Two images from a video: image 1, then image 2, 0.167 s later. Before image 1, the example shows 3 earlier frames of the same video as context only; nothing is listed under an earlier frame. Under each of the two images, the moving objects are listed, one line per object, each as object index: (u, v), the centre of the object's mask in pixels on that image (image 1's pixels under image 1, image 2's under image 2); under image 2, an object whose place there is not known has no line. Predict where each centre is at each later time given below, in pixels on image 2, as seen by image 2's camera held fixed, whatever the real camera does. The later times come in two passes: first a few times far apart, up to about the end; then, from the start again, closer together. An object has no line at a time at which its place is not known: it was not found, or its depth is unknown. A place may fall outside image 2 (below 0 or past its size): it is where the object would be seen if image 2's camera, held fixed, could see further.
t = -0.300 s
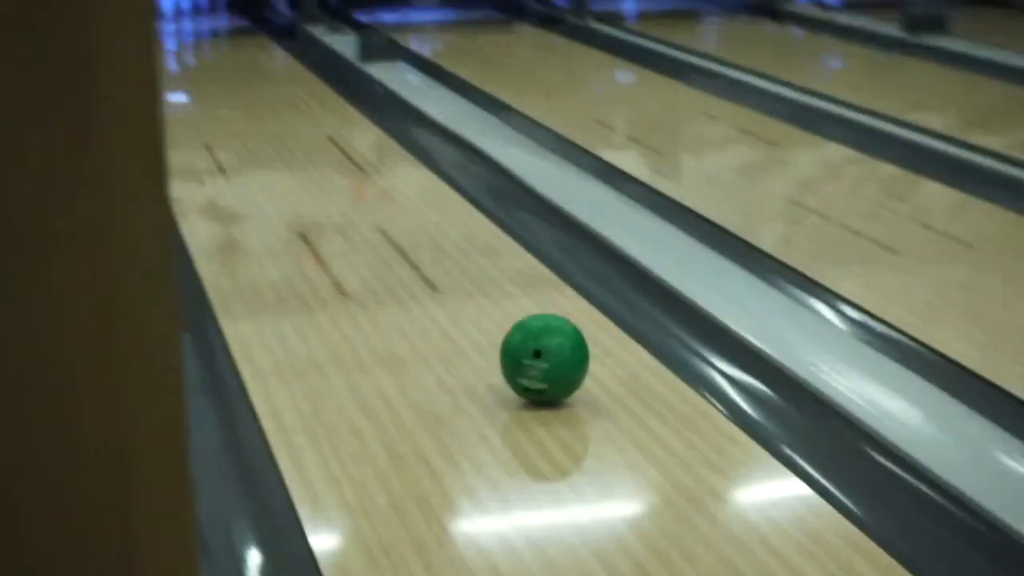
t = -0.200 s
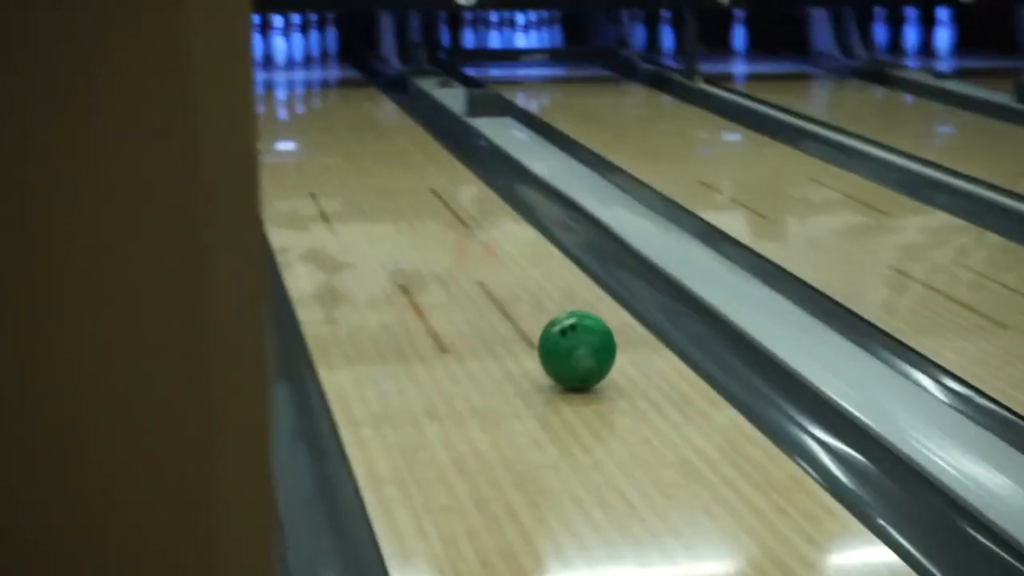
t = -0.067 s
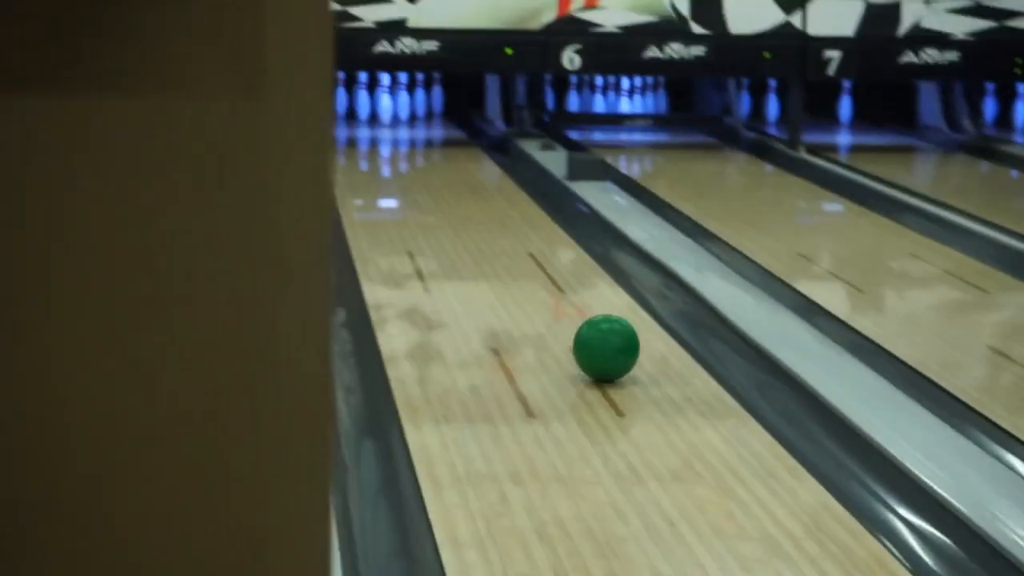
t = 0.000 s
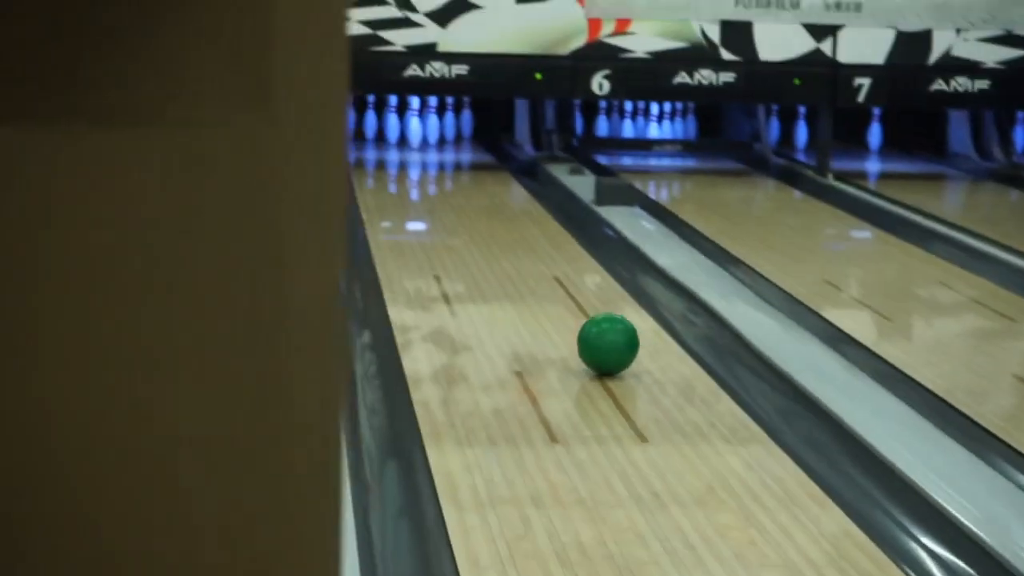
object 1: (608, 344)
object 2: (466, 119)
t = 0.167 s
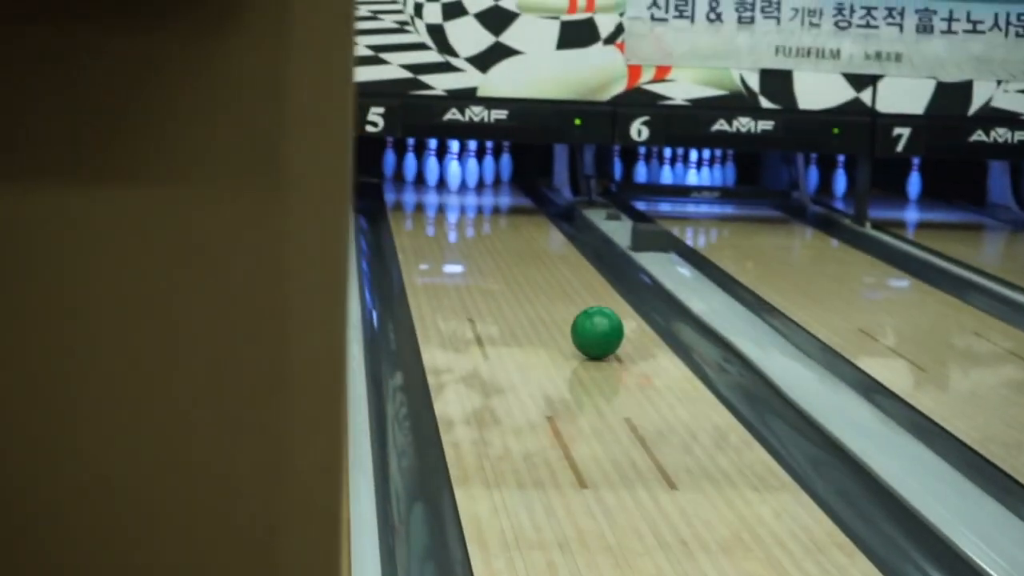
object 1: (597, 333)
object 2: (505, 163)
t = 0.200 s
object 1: (590, 323)
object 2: (505, 163)
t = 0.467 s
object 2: (503, 165)
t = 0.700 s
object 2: (501, 164)
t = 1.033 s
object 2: (501, 164)
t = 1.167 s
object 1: (480, 181)
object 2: (501, 164)
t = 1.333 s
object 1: (478, 173)
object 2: (504, 164)
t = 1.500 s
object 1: (471, 167)
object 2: (514, 165)
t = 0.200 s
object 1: (590, 323)
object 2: (505, 163)
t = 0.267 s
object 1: (577, 306)
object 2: (505, 164)
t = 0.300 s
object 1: (571, 298)
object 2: (505, 164)
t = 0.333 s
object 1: (565, 291)
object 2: (504, 165)
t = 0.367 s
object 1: (560, 284)
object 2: (504, 165)
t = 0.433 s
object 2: (503, 165)
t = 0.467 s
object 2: (503, 165)
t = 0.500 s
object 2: (503, 165)
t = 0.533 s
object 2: (503, 165)
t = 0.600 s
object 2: (501, 164)
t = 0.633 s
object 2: (502, 164)
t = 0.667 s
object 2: (501, 164)
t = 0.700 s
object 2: (501, 164)
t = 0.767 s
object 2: (501, 164)
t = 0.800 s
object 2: (501, 164)
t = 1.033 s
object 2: (501, 164)
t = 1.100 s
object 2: (501, 164)
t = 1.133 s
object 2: (501, 164)
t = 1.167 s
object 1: (480, 181)
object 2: (501, 164)
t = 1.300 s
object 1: (479, 174)
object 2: (502, 164)
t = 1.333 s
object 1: (478, 173)
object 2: (504, 164)
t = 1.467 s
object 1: (472, 168)
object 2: (508, 163)
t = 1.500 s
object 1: (471, 167)
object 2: (514, 165)
